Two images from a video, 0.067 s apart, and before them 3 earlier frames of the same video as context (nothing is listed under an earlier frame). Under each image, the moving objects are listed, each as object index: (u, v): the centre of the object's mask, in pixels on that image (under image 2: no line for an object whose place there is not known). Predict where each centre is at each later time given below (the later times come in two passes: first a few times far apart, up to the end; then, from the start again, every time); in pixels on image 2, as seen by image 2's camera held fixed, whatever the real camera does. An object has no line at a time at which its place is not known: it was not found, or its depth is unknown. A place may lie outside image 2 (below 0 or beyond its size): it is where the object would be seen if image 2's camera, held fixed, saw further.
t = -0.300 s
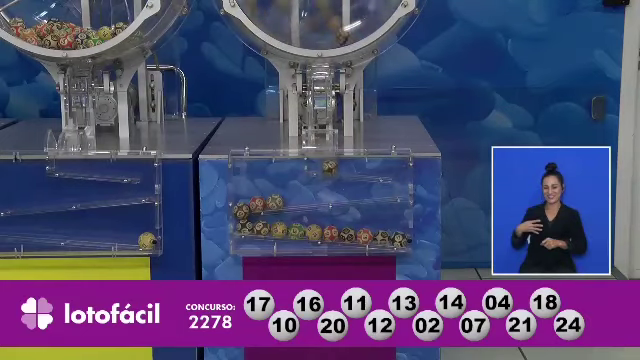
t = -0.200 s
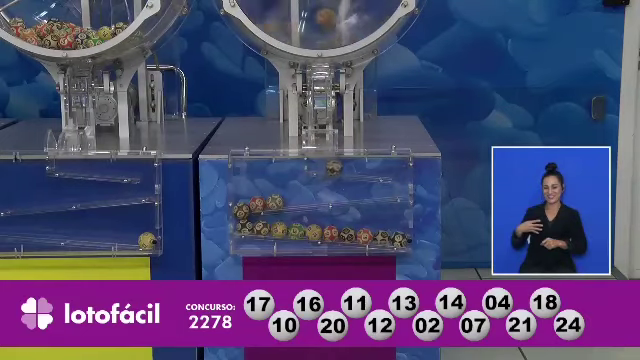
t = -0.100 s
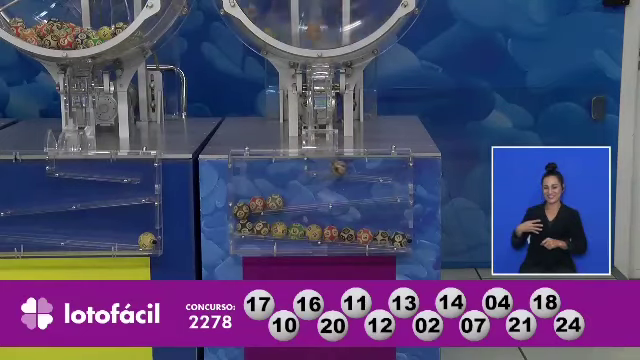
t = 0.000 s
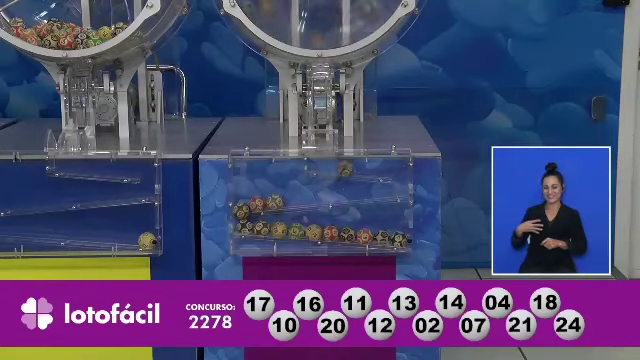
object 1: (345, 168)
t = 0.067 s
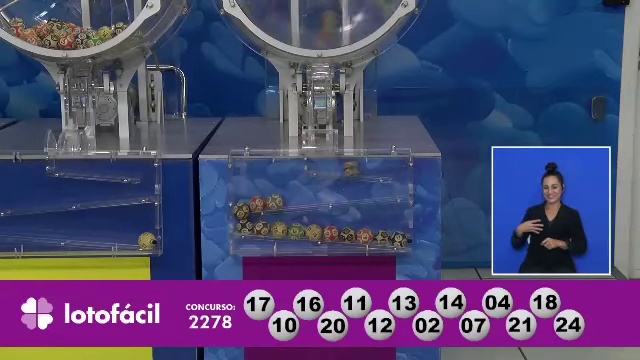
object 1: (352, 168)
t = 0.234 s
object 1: (365, 169)
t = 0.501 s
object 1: (398, 178)
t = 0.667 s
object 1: (397, 190)
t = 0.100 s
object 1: (354, 168)
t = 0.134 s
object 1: (357, 168)
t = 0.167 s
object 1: (359, 169)
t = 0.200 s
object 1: (362, 170)
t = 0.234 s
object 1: (365, 169)
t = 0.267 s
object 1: (371, 170)
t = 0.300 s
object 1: (373, 170)
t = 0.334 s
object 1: (377, 172)
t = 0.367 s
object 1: (381, 171)
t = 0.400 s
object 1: (387, 172)
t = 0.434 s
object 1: (391, 172)
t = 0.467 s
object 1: (395, 173)
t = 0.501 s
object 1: (398, 178)
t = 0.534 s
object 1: (397, 184)
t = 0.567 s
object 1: (394, 188)
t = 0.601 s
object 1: (394, 188)
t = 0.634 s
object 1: (396, 190)
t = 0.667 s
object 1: (397, 190)
